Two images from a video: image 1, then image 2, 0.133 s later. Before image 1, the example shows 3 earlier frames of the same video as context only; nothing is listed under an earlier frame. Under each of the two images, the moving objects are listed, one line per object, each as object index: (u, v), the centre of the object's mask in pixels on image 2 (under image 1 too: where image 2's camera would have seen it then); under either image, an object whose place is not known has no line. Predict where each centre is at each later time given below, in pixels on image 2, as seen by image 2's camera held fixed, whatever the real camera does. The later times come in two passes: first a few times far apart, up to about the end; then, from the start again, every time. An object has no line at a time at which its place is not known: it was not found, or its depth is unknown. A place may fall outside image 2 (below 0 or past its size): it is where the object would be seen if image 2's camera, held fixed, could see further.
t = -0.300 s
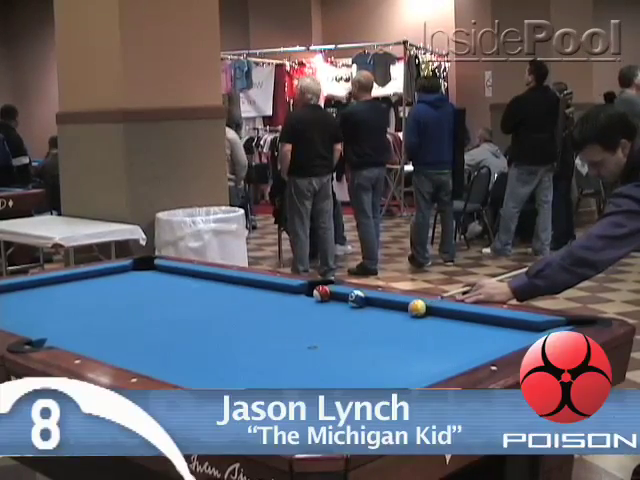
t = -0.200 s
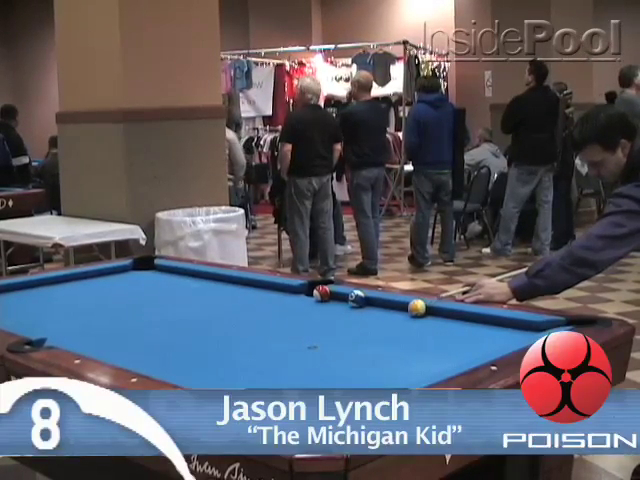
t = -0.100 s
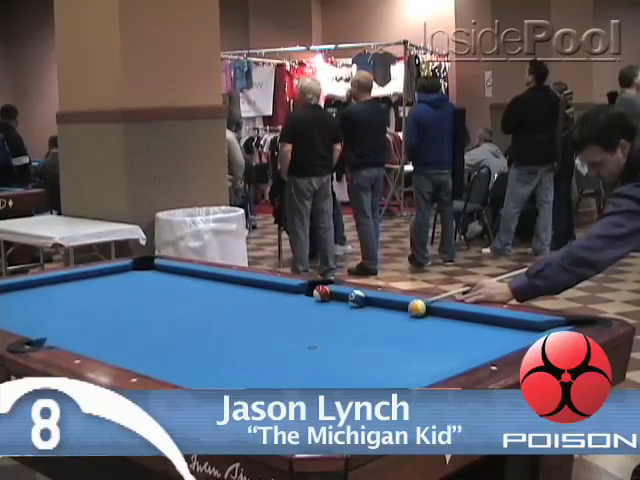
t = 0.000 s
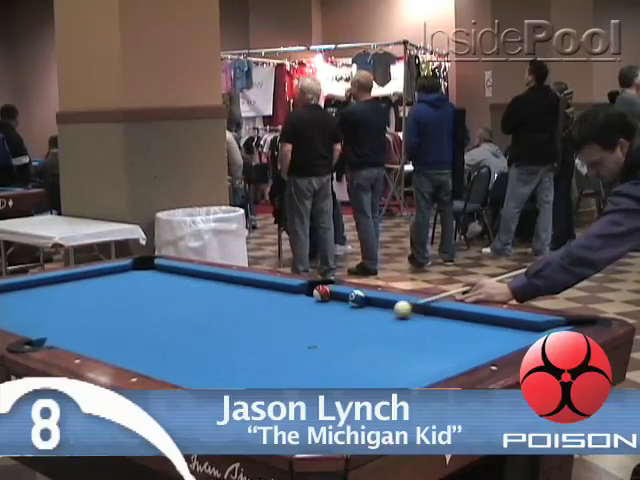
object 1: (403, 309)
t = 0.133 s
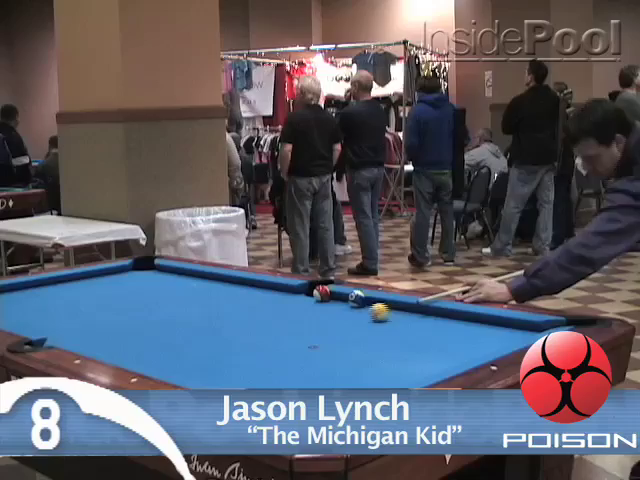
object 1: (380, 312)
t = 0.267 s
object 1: (358, 314)
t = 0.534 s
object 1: (314, 319)
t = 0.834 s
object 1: (264, 324)
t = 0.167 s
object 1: (374, 312)
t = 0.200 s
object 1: (369, 313)
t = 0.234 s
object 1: (363, 313)
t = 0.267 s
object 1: (358, 314)
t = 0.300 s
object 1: (352, 315)
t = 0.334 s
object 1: (347, 316)
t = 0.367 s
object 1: (341, 316)
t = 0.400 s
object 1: (336, 317)
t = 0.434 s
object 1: (330, 318)
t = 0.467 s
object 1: (325, 318)
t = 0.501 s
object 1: (319, 319)
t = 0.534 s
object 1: (314, 319)
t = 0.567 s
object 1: (308, 320)
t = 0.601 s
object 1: (303, 320)
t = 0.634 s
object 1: (297, 321)
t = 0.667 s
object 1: (291, 322)
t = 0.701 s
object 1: (287, 322)
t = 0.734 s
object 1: (281, 323)
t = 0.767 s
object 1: (276, 323)
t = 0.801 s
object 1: (270, 323)
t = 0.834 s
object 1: (264, 324)
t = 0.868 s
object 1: (259, 325)
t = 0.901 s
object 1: (254, 325)
